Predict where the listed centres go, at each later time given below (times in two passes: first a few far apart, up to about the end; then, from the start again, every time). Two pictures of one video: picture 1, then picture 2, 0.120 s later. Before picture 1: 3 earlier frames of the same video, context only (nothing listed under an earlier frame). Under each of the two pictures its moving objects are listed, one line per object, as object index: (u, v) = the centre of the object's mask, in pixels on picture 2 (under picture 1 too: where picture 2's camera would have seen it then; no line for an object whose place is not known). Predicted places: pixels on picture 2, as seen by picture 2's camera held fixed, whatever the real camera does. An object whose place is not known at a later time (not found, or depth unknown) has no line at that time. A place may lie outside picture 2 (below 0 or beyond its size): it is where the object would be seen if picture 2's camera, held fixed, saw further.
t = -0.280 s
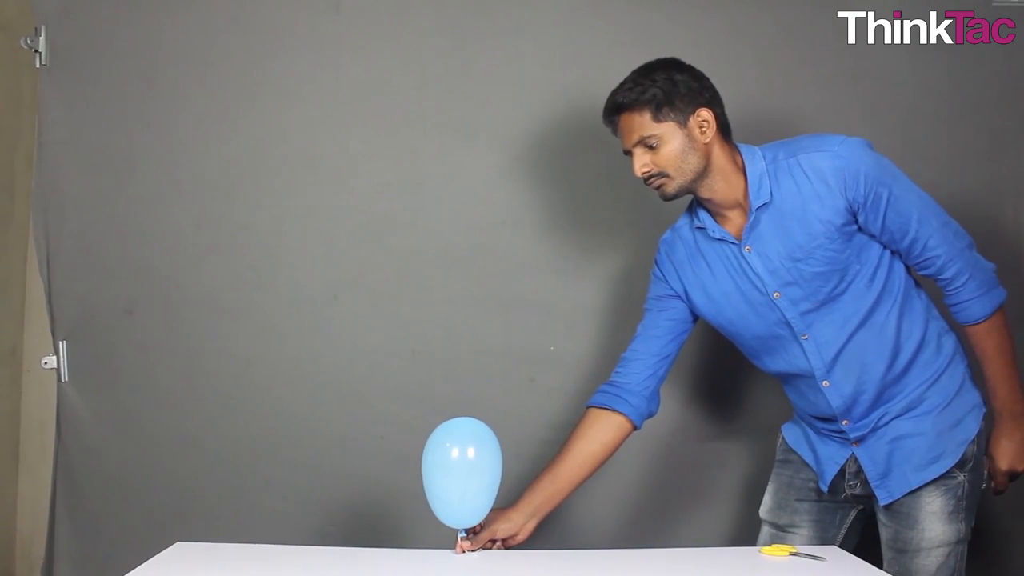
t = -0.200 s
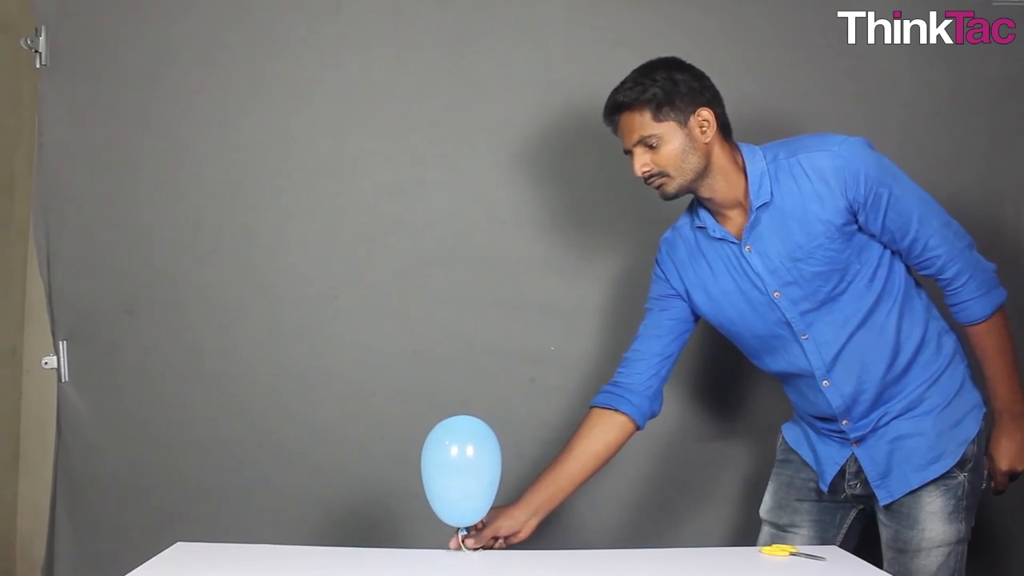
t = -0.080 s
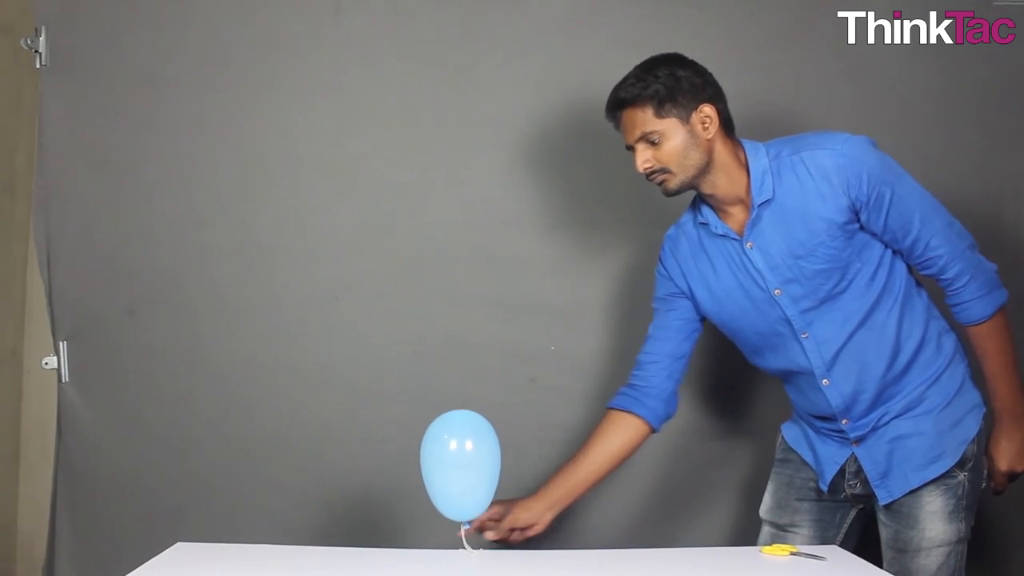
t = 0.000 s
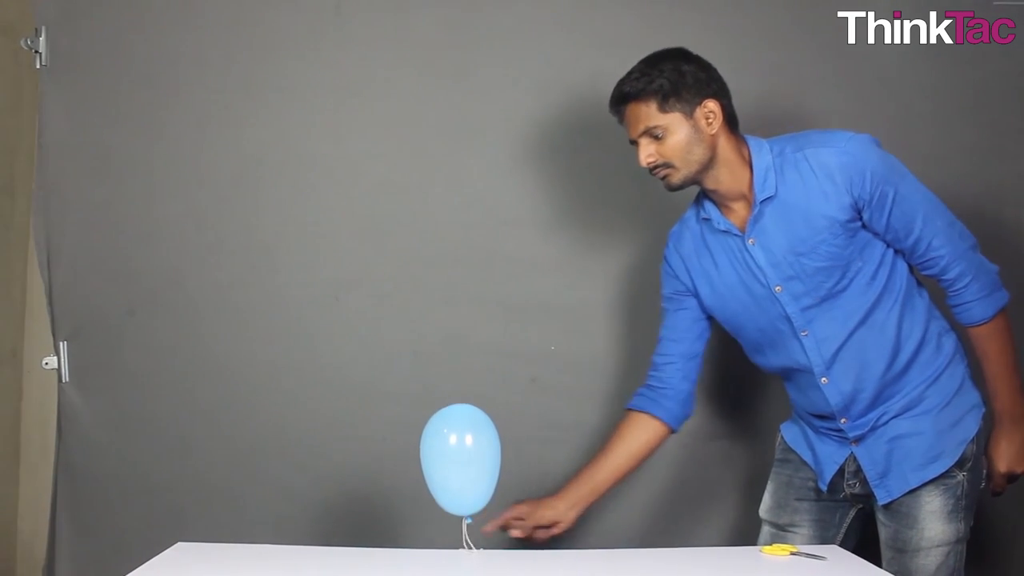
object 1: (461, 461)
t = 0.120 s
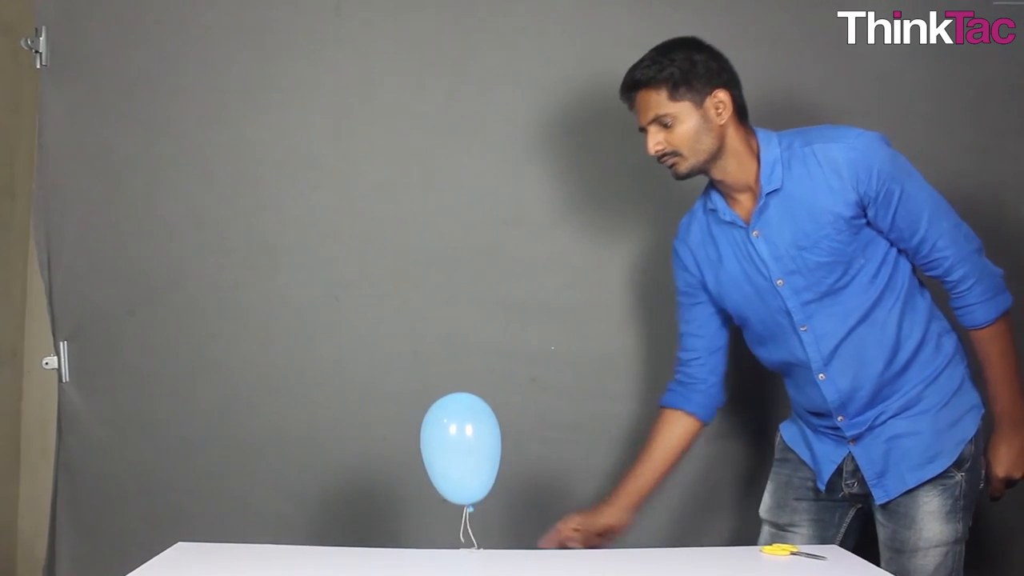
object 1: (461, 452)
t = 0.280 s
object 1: (462, 433)
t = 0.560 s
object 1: (463, 396)
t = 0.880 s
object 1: (465, 350)
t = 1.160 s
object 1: (466, 300)
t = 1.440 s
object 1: (471, 254)
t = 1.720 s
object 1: (478, 208)
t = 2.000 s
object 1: (487, 170)
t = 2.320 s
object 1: (499, 123)
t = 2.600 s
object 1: (509, 82)
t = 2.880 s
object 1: (520, 53)
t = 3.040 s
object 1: (527, 45)
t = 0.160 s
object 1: (462, 448)
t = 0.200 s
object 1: (462, 443)
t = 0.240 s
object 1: (462, 437)
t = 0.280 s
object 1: (462, 433)
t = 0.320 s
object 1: (462, 427)
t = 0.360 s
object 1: (462, 421)
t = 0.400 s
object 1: (462, 417)
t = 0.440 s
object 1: (463, 413)
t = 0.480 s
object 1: (463, 407)
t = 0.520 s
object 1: (463, 401)
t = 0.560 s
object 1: (463, 396)
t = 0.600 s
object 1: (463, 390)
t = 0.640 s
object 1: (463, 385)
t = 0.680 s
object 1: (464, 379)
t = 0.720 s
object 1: (464, 373)
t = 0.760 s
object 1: (464, 367)
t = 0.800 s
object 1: (464, 361)
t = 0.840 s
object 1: (464, 356)
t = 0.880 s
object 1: (465, 350)
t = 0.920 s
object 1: (465, 343)
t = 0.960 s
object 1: (465, 336)
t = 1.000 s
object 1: (465, 329)
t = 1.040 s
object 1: (465, 320)
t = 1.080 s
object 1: (465, 316)
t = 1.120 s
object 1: (466, 309)
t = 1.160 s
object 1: (466, 300)
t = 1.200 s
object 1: (467, 294)
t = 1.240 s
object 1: (467, 287)
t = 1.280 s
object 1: (468, 280)
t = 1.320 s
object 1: (469, 274)
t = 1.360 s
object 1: (470, 267)
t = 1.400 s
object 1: (471, 261)
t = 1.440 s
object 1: (471, 254)
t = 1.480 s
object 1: (472, 248)
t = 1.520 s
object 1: (473, 241)
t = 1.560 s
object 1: (474, 235)
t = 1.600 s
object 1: (475, 228)
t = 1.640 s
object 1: (476, 222)
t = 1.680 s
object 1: (477, 215)
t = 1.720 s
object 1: (478, 208)
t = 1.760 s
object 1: (479, 202)
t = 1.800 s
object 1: (480, 196)
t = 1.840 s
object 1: (481, 192)
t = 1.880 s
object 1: (483, 186)
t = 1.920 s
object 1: (484, 180)
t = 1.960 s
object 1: (486, 174)
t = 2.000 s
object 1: (487, 170)
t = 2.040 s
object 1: (488, 164)
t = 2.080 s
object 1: (490, 158)
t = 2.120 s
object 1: (492, 153)
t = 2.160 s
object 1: (493, 147)
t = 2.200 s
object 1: (494, 140)
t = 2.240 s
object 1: (496, 134)
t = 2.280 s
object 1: (497, 128)
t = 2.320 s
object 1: (499, 123)
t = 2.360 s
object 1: (500, 117)
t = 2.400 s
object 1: (501, 111)
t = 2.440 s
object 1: (503, 105)
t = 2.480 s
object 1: (504, 99)
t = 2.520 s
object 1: (506, 94)
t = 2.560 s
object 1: (507, 88)
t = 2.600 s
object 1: (509, 82)
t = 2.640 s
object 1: (510, 76)
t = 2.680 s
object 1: (512, 71)
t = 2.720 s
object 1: (513, 66)
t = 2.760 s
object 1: (515, 62)
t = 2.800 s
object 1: (517, 57)
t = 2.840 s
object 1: (518, 56)
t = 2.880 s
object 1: (520, 53)
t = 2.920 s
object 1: (522, 48)
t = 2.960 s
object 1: (524, 49)
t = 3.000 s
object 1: (525, 48)
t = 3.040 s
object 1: (527, 45)
